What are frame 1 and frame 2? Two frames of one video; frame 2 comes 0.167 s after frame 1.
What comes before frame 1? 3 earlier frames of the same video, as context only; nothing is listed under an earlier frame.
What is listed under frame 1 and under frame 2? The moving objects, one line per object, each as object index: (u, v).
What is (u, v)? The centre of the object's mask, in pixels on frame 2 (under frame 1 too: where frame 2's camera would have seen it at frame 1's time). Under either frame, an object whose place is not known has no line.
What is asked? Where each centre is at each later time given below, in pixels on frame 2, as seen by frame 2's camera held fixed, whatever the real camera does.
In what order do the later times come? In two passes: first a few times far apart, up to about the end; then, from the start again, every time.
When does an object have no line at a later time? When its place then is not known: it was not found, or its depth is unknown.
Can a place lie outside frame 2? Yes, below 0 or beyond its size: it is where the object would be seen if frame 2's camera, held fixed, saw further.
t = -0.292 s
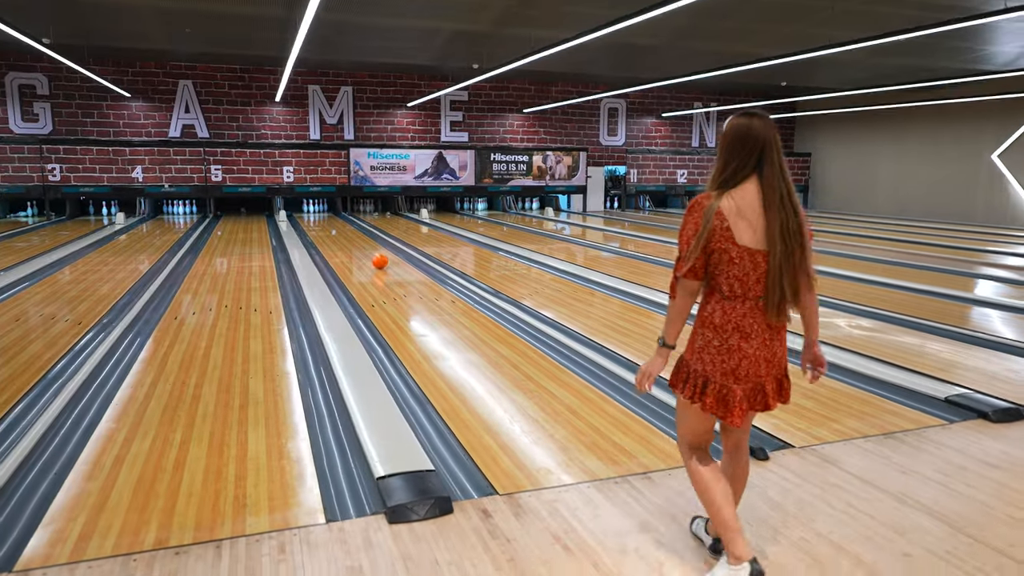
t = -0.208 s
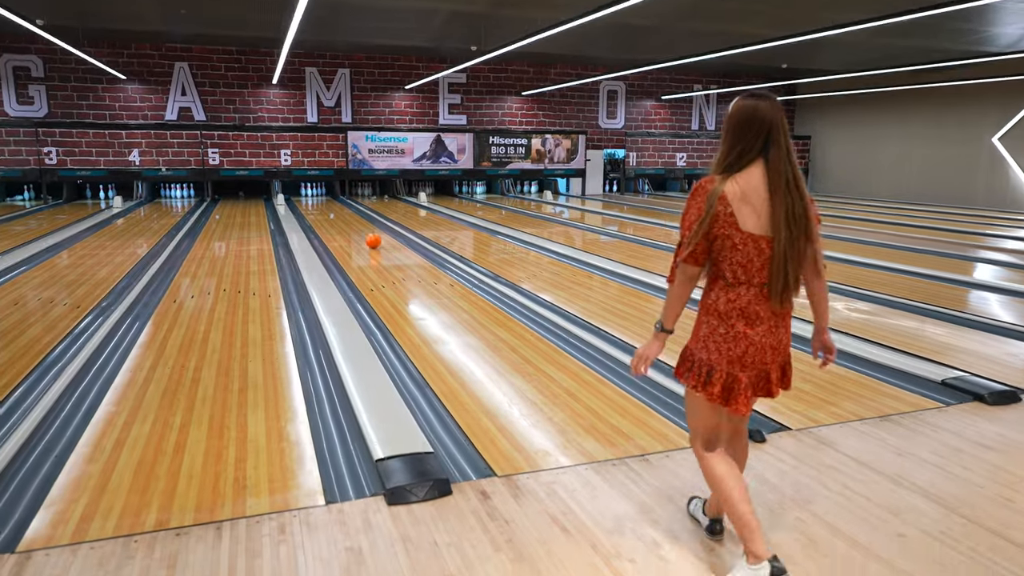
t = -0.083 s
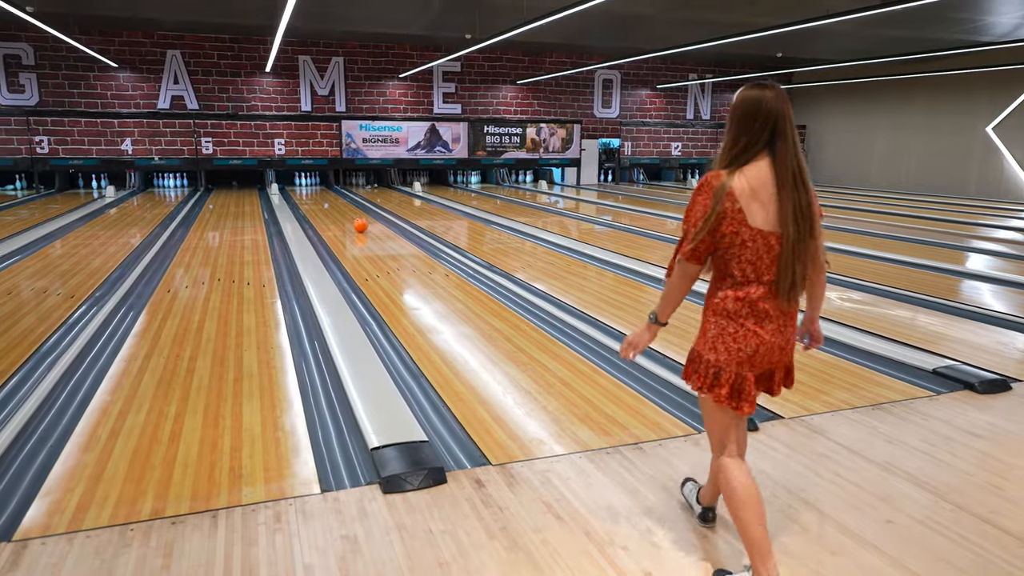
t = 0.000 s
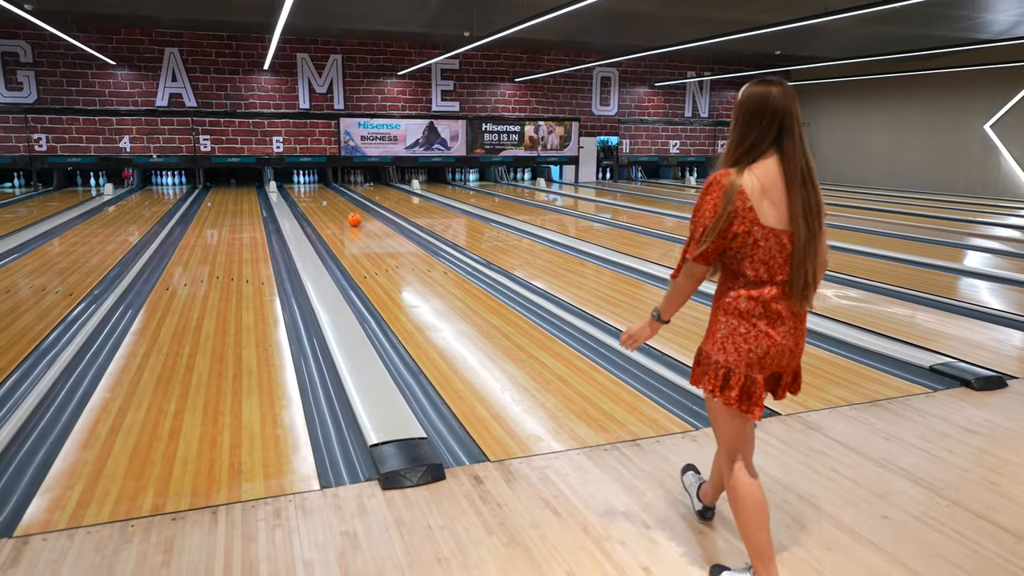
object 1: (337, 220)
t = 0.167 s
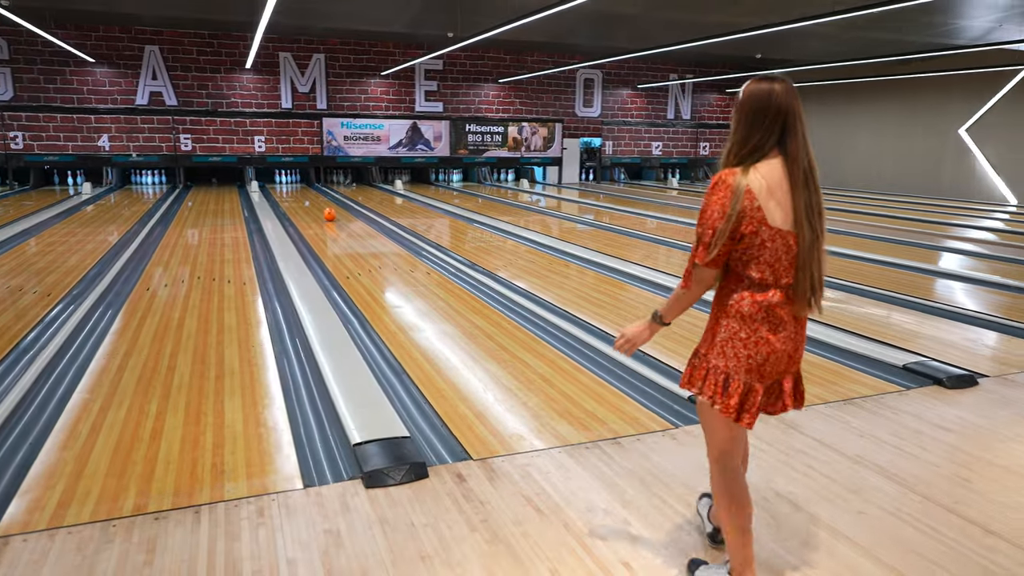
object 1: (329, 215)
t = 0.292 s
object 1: (324, 211)
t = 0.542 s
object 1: (315, 205)
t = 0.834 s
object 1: (307, 198)
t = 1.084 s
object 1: (301, 194)
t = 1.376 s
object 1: (295, 189)
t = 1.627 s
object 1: (290, 186)
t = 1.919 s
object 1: (286, 184)
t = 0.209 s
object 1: (328, 213)
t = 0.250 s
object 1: (326, 212)
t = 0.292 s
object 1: (324, 211)
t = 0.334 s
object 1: (323, 210)
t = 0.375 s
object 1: (321, 209)
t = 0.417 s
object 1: (320, 207)
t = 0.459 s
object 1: (318, 207)
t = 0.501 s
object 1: (316, 206)
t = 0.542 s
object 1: (315, 205)
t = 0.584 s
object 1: (313, 203)
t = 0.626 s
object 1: (312, 203)
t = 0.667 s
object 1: (311, 202)
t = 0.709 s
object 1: (310, 201)
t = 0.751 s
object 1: (309, 200)
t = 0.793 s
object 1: (308, 199)
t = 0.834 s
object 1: (307, 198)
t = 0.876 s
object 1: (306, 198)
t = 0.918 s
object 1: (305, 197)
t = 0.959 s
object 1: (304, 196)
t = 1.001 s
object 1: (303, 195)
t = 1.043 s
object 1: (302, 195)
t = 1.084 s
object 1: (301, 194)
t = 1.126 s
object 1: (300, 193)
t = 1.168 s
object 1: (299, 192)
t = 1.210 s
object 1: (298, 192)
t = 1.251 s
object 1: (298, 191)
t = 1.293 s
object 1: (297, 191)
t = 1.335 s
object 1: (295, 190)
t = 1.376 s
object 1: (295, 189)
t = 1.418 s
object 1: (294, 189)
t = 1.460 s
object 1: (293, 188)
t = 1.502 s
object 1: (292, 187)
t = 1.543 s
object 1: (292, 187)
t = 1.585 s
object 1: (291, 186)
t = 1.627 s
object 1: (290, 186)
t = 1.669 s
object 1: (290, 185)
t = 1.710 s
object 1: (290, 185)
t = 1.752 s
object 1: (289, 185)
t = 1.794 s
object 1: (289, 185)
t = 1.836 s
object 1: (288, 184)
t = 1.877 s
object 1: (287, 184)
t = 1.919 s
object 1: (286, 184)
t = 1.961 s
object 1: (287, 182)
